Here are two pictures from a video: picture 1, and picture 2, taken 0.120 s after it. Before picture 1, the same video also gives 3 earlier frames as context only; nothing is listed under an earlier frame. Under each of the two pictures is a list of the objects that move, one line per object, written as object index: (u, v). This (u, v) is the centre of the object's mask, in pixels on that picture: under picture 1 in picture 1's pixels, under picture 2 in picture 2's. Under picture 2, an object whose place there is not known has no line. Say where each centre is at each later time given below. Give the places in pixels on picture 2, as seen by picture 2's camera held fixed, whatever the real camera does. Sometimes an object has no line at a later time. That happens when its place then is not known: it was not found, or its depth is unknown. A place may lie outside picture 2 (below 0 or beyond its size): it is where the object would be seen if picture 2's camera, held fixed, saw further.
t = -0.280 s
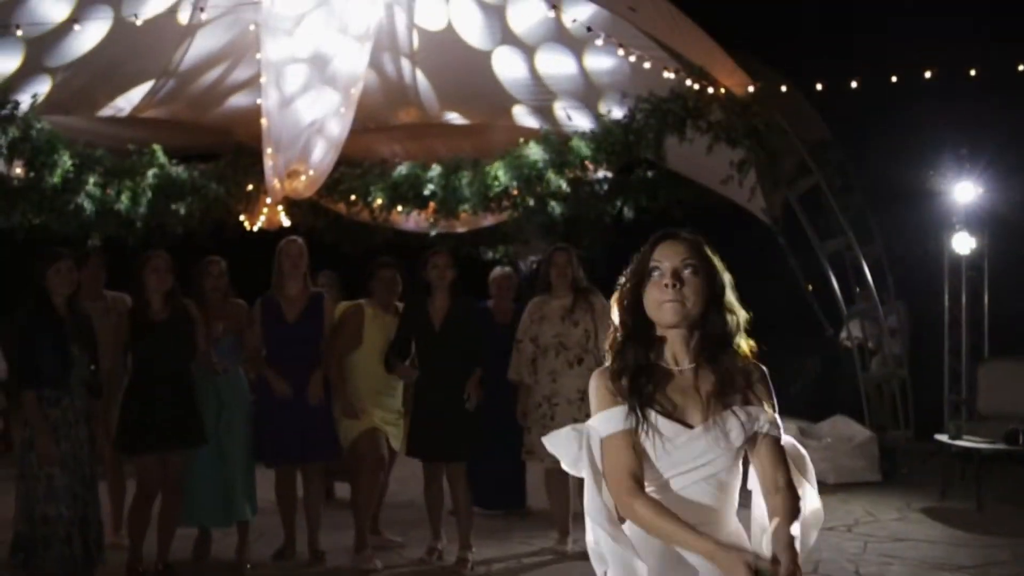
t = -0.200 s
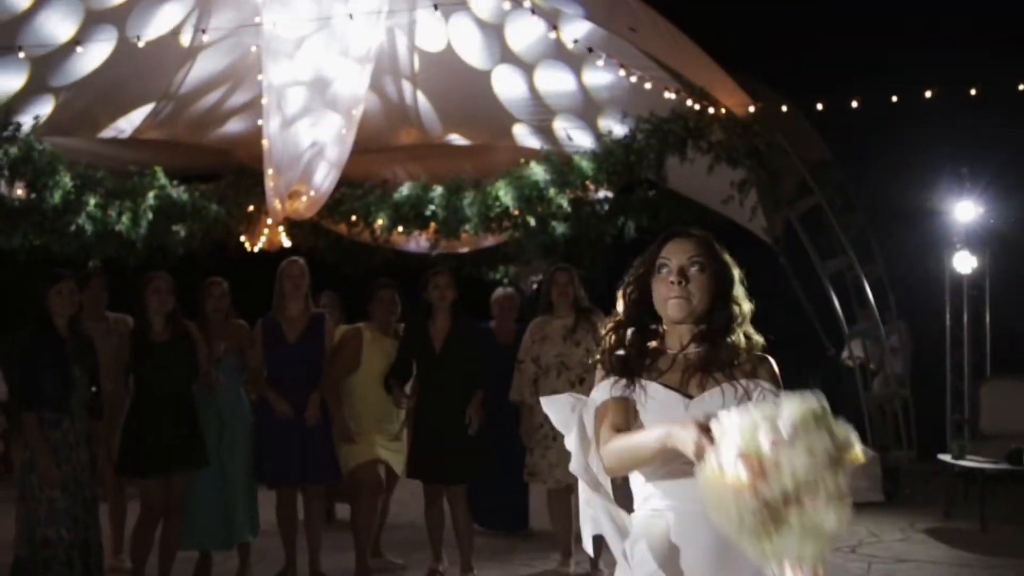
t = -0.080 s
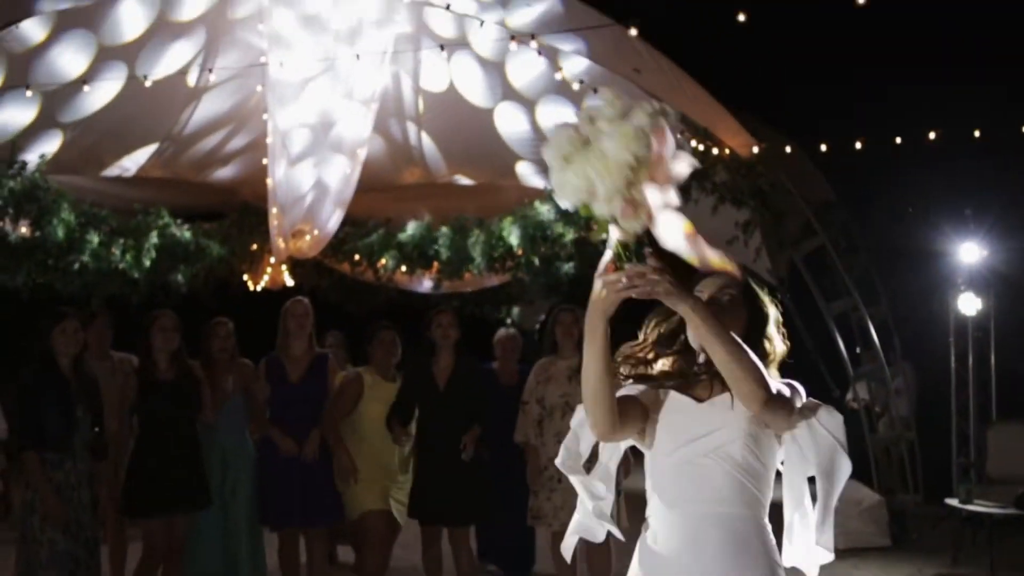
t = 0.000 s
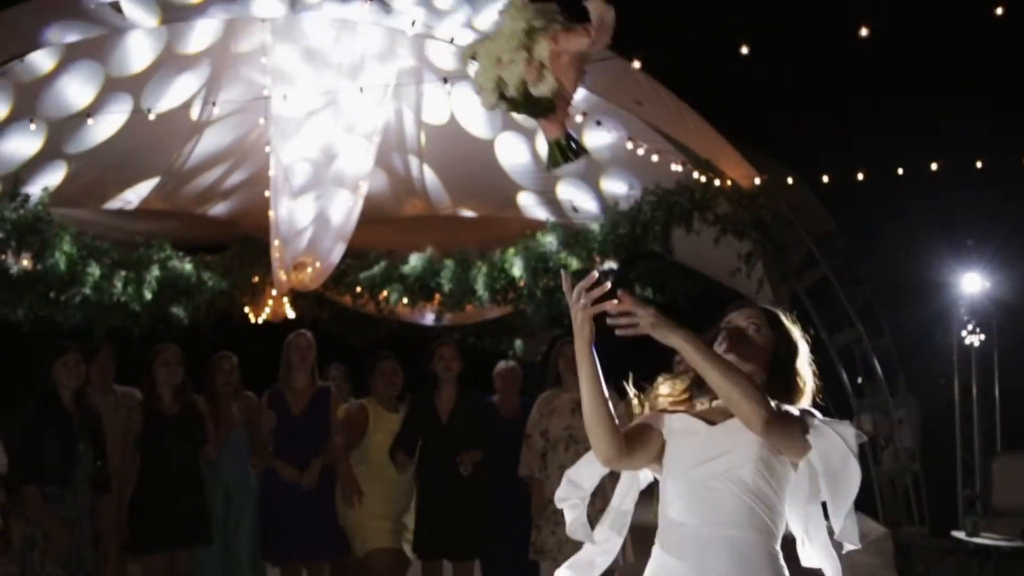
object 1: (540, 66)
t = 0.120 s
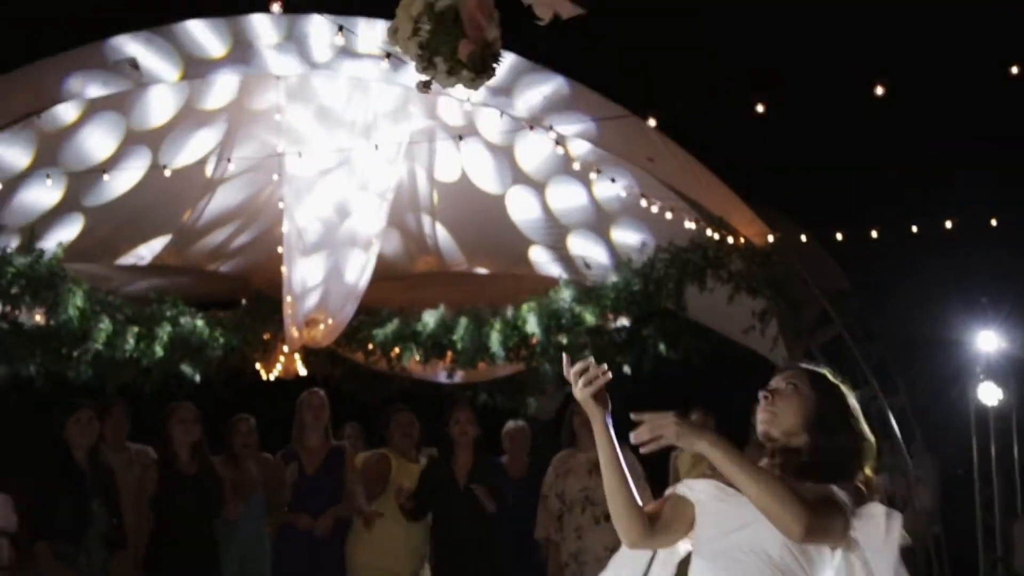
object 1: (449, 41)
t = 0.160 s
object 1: (433, 20)
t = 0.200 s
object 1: (417, 4)
